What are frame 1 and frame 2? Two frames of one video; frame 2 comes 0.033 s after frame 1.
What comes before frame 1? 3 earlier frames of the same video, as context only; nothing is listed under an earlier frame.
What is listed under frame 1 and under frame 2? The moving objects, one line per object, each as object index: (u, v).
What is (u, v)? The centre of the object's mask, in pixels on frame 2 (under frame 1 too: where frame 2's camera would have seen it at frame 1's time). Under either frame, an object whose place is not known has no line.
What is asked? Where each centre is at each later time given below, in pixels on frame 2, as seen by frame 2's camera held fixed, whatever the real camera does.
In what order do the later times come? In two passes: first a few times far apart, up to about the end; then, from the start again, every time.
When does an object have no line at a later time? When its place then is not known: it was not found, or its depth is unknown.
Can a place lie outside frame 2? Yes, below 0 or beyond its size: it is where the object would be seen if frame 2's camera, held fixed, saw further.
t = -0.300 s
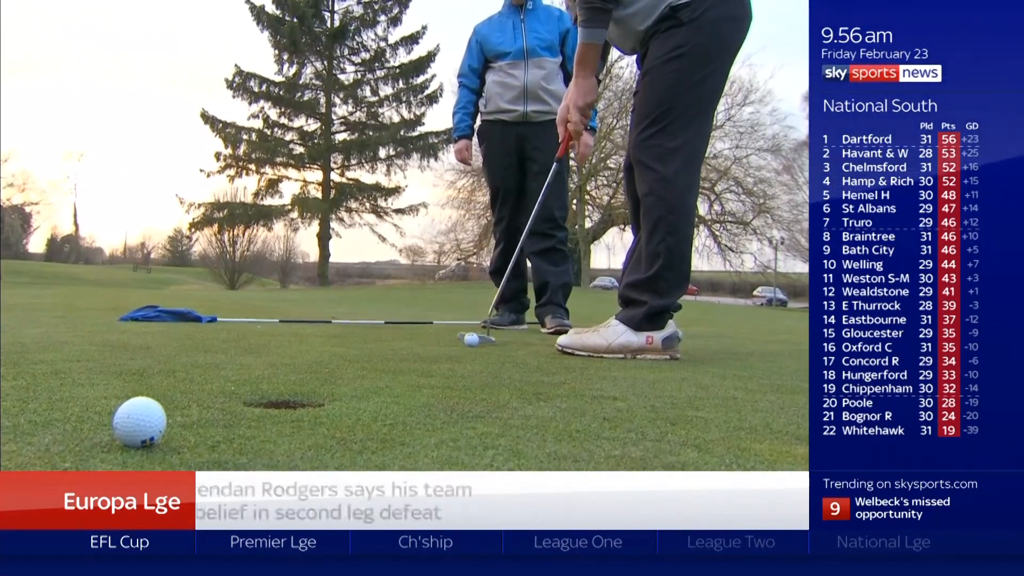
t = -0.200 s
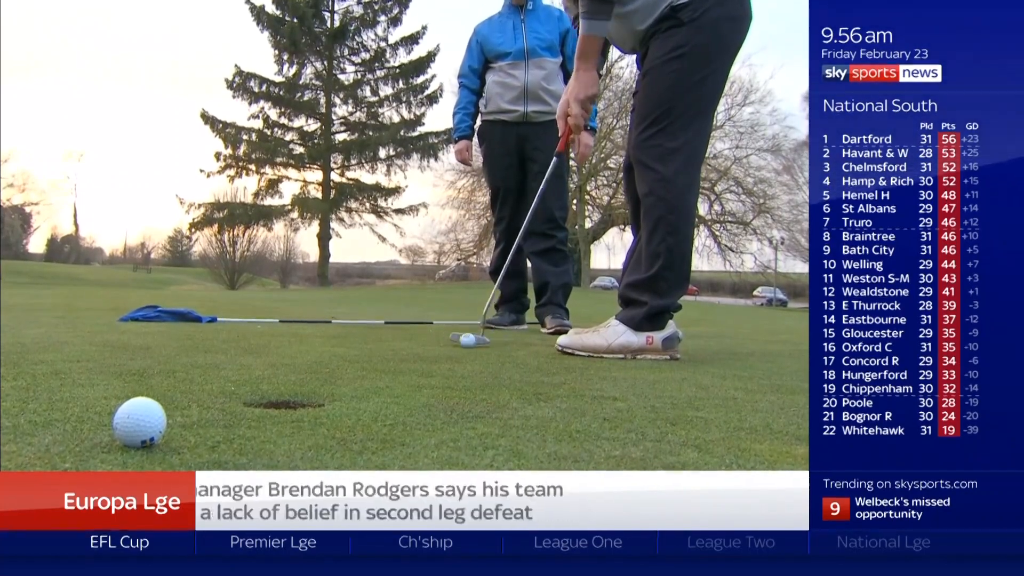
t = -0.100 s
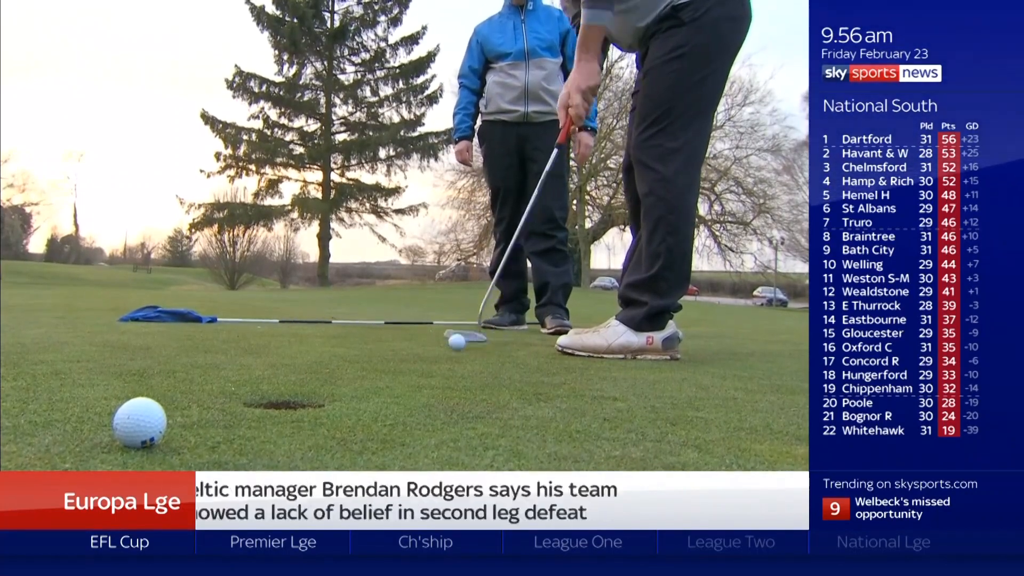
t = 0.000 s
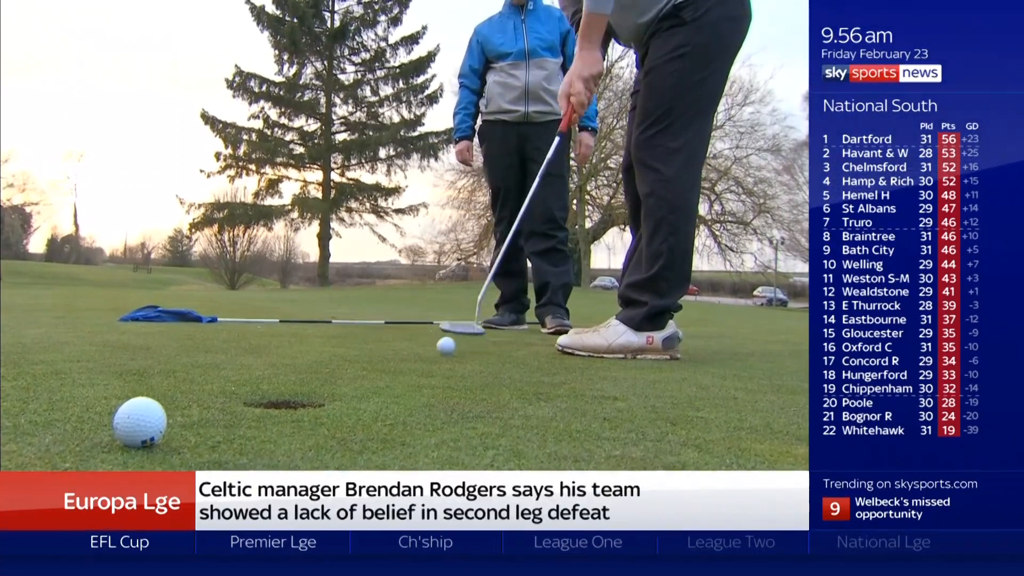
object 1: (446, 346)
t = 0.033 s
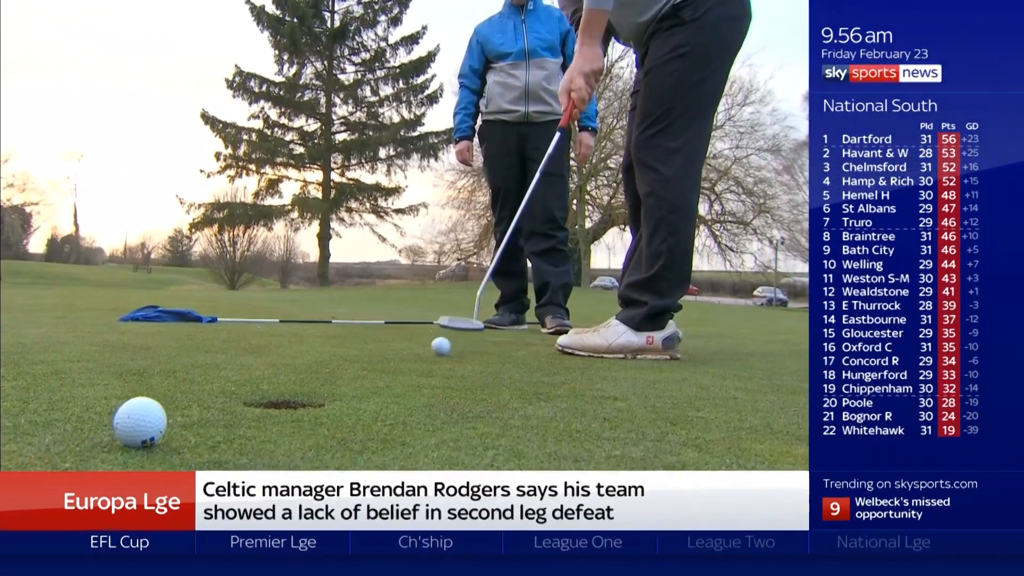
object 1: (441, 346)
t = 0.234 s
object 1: (415, 353)
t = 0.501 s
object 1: (383, 363)
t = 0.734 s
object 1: (353, 373)
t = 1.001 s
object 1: (313, 393)
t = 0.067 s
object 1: (436, 349)
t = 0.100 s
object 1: (433, 348)
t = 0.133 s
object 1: (428, 350)
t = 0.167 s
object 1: (423, 350)
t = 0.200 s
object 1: (421, 350)
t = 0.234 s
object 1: (415, 353)
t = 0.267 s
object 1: (411, 351)
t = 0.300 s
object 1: (408, 351)
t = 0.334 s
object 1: (403, 356)
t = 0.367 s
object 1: (399, 358)
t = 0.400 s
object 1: (396, 359)
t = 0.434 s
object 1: (391, 361)
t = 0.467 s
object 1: (386, 363)
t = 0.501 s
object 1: (383, 363)
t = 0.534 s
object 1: (378, 364)
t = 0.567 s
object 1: (373, 366)
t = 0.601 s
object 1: (371, 367)
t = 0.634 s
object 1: (366, 368)
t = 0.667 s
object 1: (361, 370)
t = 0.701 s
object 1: (358, 372)
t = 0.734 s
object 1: (353, 373)
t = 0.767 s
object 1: (347, 375)
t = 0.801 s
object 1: (344, 376)
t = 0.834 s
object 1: (338, 377)
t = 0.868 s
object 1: (333, 379)
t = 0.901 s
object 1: (329, 381)
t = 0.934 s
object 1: (324, 383)
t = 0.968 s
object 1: (317, 388)
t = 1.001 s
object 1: (313, 393)
